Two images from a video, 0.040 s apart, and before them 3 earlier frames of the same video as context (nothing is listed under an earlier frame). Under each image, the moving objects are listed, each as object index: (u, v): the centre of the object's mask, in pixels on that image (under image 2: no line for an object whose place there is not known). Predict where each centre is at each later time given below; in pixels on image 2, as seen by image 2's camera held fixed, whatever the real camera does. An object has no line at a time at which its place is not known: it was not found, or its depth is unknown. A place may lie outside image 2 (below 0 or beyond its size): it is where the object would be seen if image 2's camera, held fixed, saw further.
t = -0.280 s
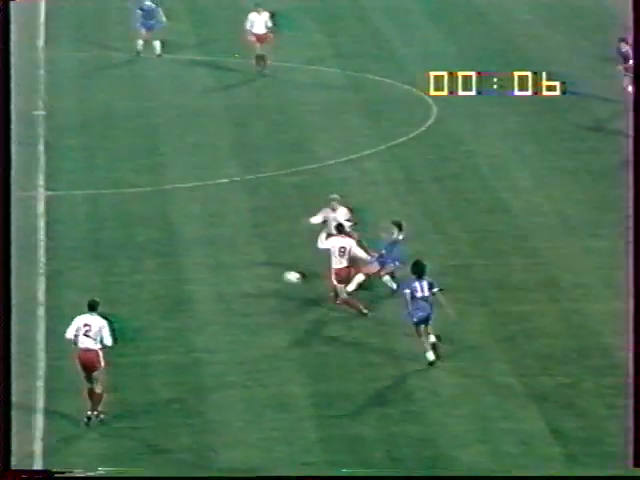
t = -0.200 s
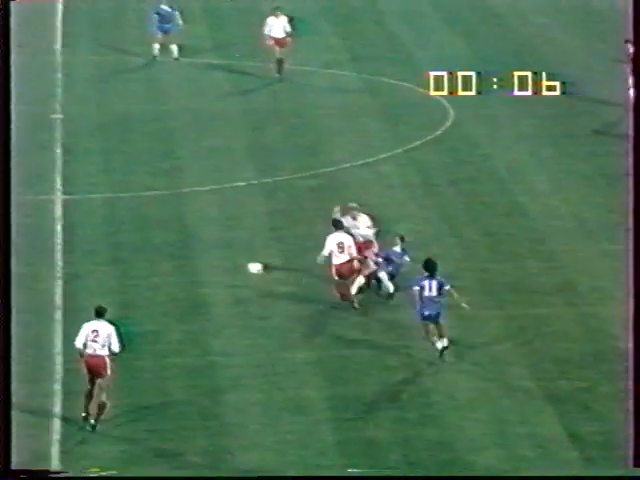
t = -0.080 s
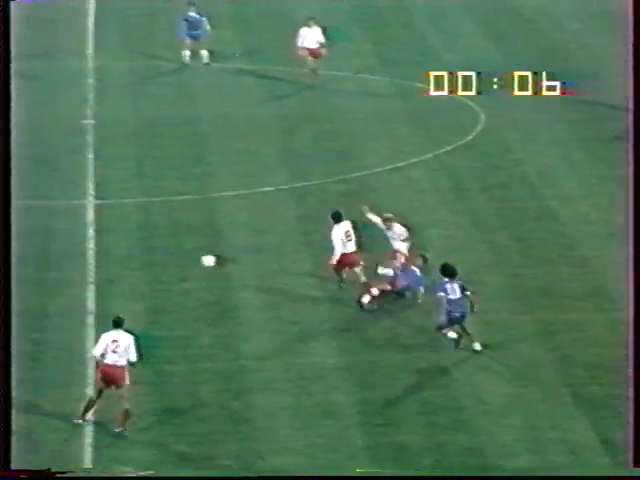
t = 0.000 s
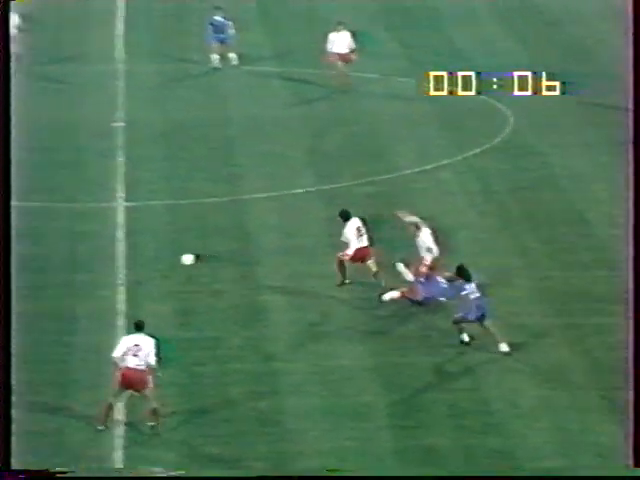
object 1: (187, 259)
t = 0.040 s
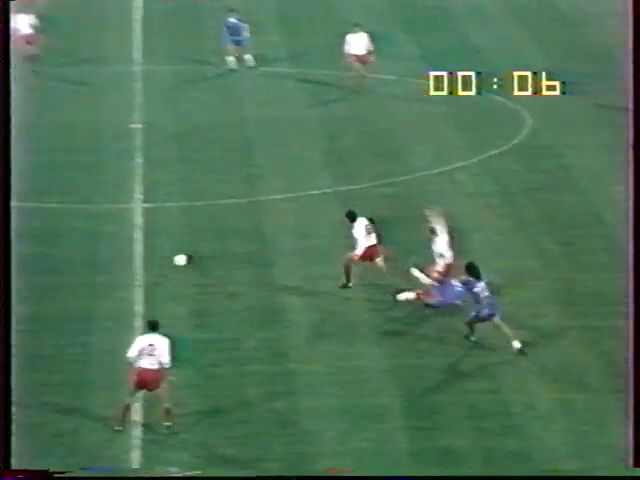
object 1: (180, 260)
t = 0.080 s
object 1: (155, 260)
